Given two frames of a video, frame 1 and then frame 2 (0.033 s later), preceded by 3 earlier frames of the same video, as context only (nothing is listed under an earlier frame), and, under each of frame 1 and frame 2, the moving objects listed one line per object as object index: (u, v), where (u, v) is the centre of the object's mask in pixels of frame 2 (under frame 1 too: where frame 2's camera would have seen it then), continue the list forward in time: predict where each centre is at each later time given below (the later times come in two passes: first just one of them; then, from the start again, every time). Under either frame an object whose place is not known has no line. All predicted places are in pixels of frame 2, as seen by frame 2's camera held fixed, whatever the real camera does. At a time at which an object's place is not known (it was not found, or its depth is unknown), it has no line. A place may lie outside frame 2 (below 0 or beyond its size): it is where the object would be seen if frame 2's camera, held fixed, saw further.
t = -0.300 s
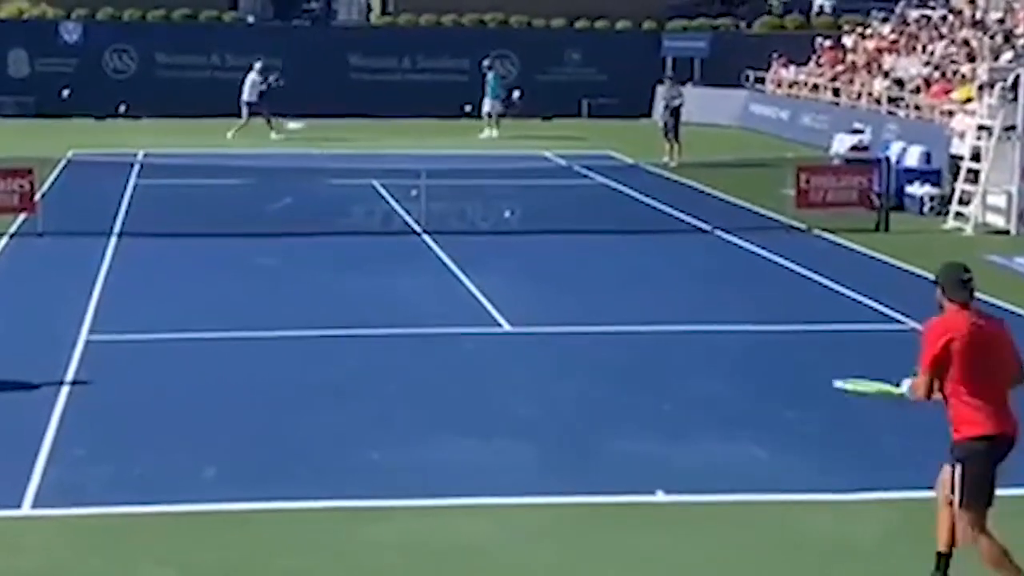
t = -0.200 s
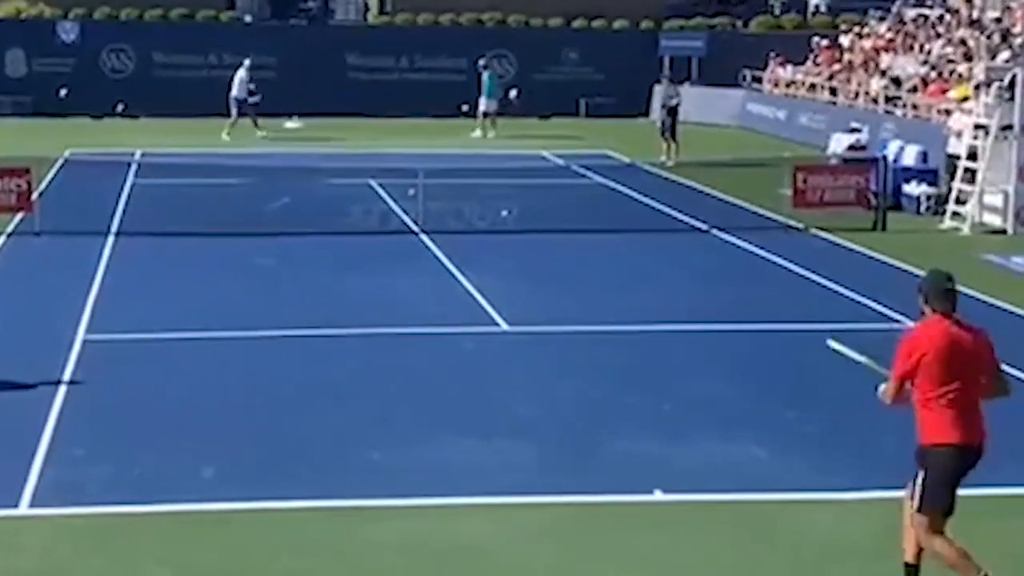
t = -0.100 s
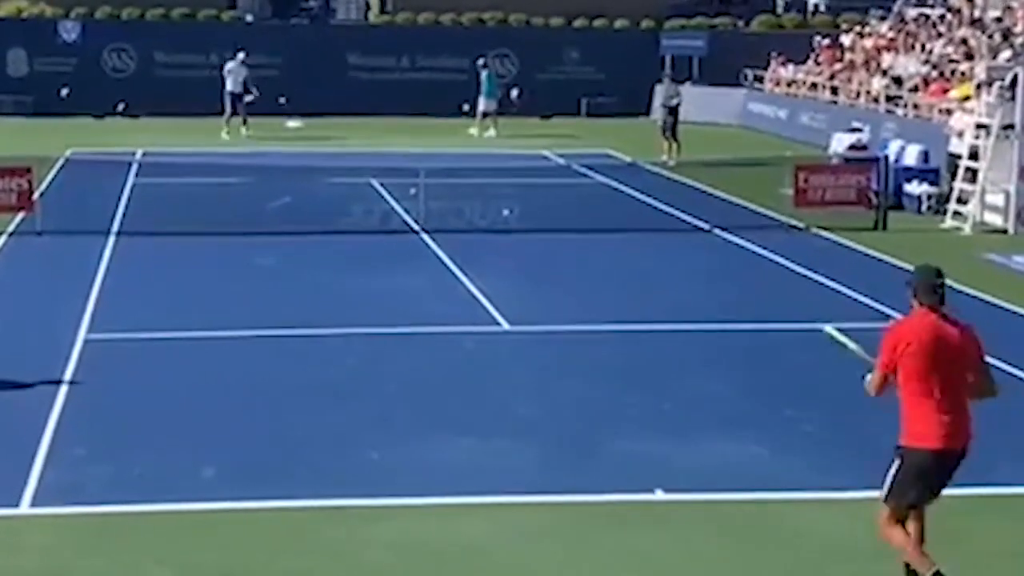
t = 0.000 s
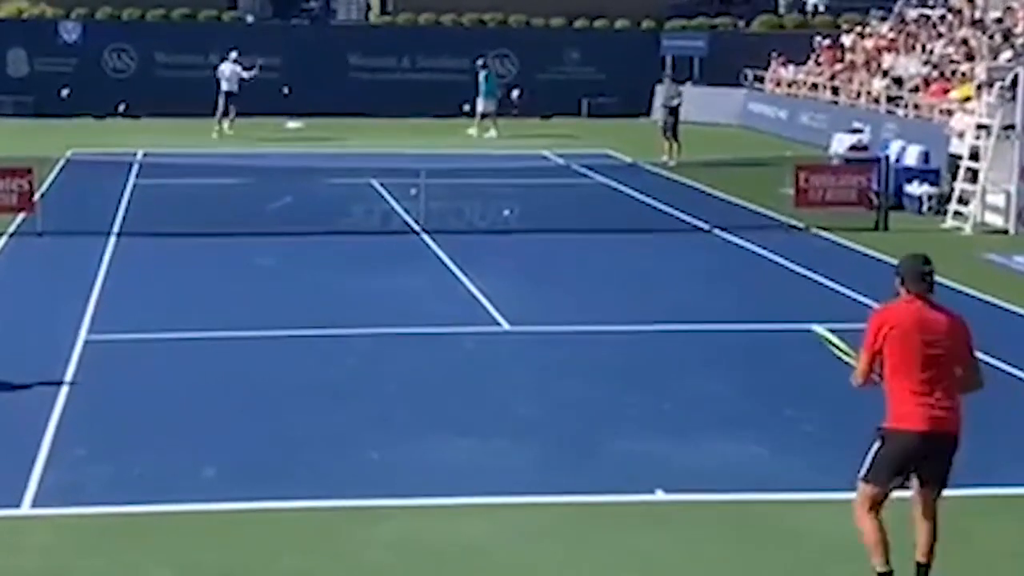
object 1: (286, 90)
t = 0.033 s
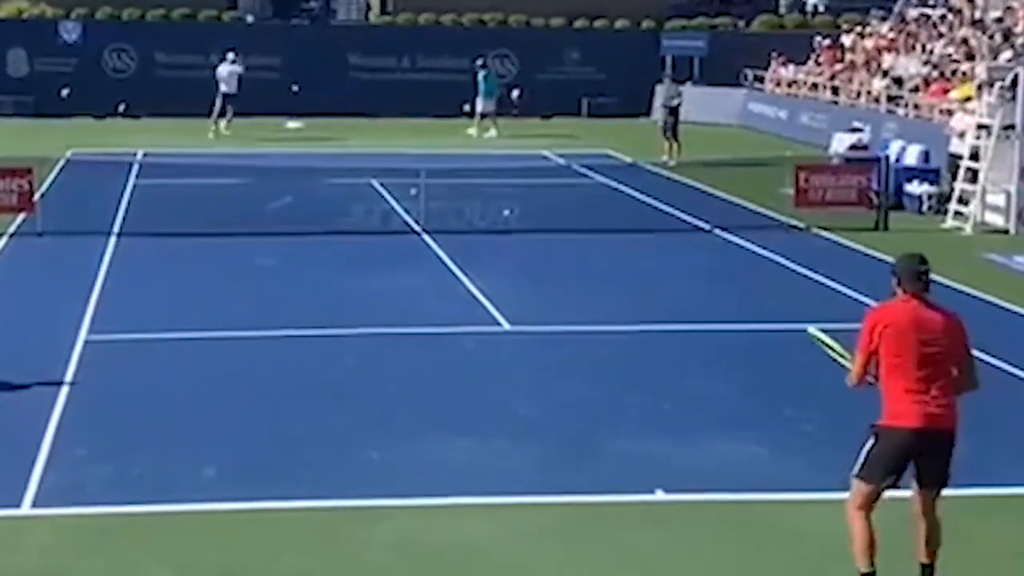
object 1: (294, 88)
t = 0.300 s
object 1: (380, 100)
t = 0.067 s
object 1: (304, 87)
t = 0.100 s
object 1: (313, 86)
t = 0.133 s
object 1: (322, 86)
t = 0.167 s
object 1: (333, 87)
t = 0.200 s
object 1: (344, 89)
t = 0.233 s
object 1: (355, 91)
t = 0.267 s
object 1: (367, 95)
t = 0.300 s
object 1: (380, 100)
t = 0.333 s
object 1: (394, 106)
